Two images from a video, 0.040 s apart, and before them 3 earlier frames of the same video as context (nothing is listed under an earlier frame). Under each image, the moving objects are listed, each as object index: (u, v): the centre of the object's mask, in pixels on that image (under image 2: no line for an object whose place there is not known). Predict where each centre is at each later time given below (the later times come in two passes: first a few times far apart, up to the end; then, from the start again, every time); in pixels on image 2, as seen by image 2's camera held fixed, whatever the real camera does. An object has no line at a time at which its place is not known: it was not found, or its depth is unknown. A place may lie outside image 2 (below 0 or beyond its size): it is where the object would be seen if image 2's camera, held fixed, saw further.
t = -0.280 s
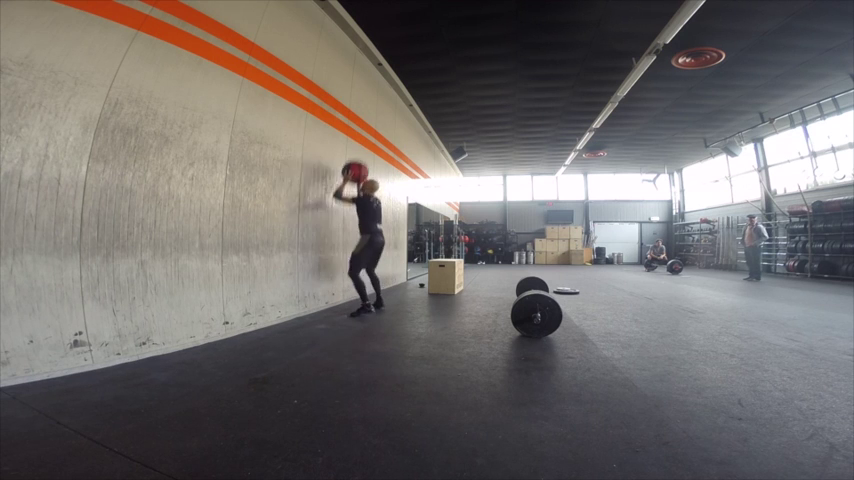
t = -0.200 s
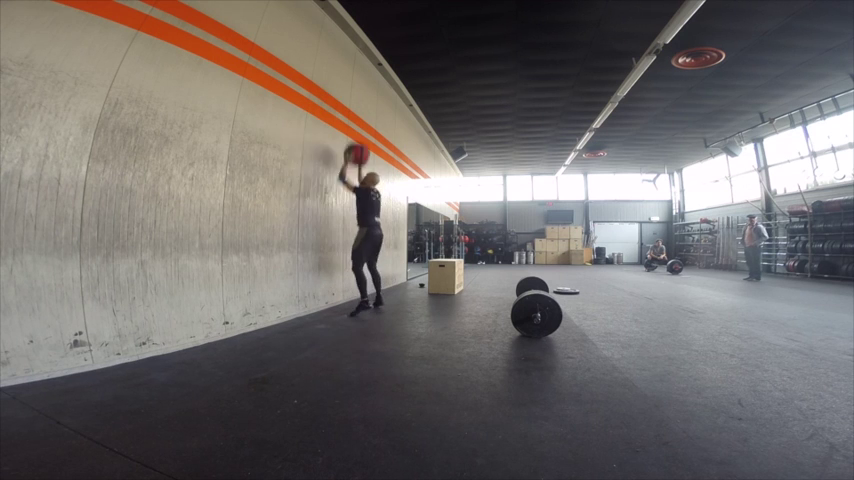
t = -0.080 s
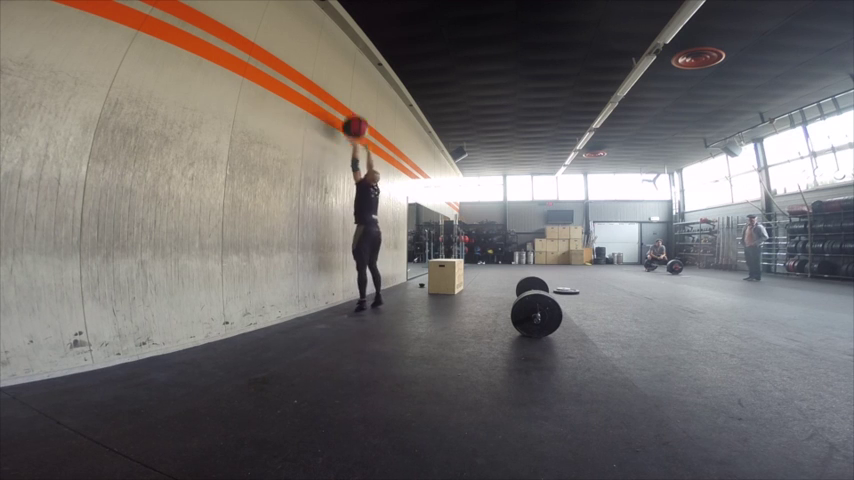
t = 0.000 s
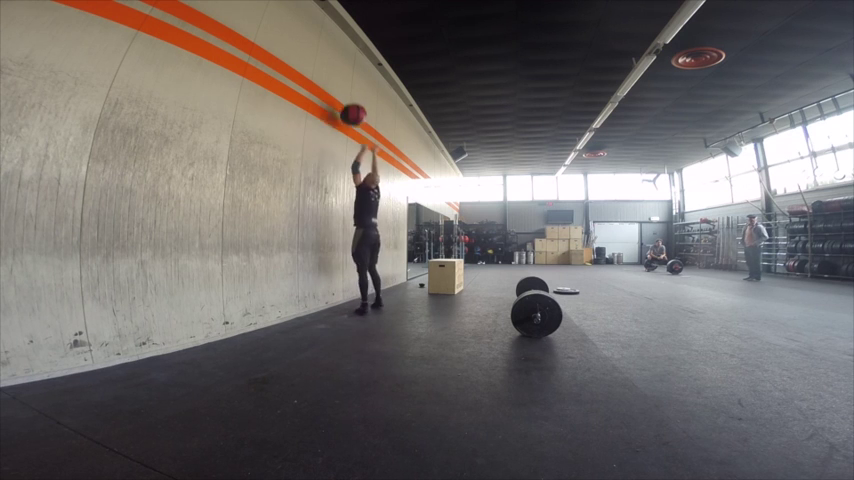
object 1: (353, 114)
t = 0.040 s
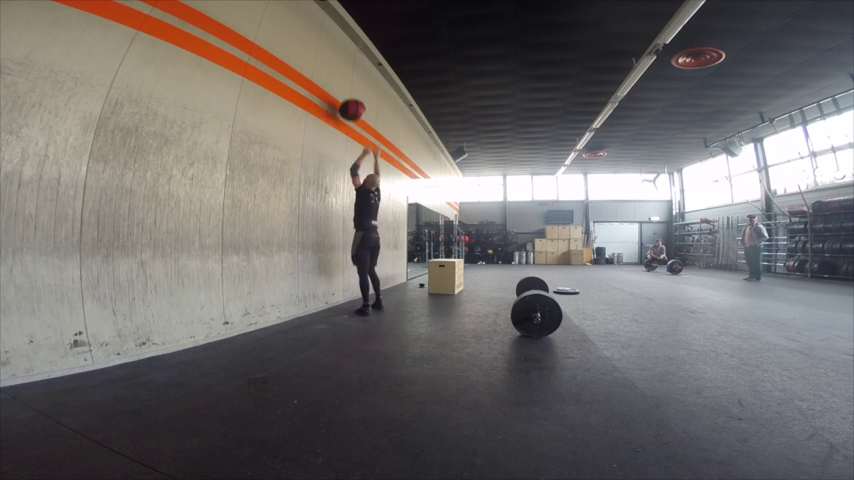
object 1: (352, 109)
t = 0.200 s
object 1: (346, 100)
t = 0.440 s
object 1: (350, 108)
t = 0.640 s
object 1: (351, 142)
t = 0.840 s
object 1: (353, 210)
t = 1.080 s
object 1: (357, 292)
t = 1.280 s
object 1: (361, 270)
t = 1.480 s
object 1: (365, 277)
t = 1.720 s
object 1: (370, 296)
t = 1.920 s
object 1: (372, 298)
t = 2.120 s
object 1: (372, 299)
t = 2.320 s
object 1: (371, 299)
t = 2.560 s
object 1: (370, 299)
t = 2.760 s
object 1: (371, 299)
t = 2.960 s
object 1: (371, 299)
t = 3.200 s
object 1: (371, 299)
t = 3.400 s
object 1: (371, 299)
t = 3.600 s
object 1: (371, 299)
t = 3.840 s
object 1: (371, 299)
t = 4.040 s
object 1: (371, 299)
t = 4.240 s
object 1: (371, 299)
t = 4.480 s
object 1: (371, 299)
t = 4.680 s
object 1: (371, 299)
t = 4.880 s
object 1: (371, 299)
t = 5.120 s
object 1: (371, 299)
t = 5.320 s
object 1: (371, 299)
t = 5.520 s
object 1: (371, 299)
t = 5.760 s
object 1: (371, 299)
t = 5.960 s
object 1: (371, 299)
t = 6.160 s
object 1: (371, 299)
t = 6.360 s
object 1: (371, 299)
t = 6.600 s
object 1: (371, 299)
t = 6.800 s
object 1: (371, 299)
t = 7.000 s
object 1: (371, 299)
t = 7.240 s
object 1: (371, 299)
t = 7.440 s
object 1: (371, 299)
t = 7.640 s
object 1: (371, 299)
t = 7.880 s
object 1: (371, 299)
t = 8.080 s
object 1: (371, 299)
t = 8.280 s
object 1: (371, 299)
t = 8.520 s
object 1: (371, 299)
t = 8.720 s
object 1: (371, 299)
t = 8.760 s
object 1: (371, 299)
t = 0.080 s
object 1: (350, 106)
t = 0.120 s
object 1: (349, 103)
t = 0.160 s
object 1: (347, 101)
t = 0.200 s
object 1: (346, 100)
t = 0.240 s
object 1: (346, 99)
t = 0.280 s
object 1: (346, 99)
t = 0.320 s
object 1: (348, 100)
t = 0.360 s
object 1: (348, 102)
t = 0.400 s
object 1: (349, 105)
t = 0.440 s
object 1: (350, 108)
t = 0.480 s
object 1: (350, 113)
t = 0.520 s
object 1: (351, 118)
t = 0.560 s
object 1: (351, 125)
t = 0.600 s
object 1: (351, 133)
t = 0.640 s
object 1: (351, 142)
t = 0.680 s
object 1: (351, 153)
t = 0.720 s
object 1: (351, 165)
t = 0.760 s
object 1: (352, 178)
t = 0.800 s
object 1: (352, 194)
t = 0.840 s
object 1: (353, 210)
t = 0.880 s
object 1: (353, 228)
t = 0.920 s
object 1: (353, 248)
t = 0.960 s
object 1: (354, 270)
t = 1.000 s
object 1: (356, 293)
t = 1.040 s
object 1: (356, 302)
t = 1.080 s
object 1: (357, 292)
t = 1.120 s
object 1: (358, 286)
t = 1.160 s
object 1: (359, 280)
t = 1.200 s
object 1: (359, 276)
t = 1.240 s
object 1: (360, 272)
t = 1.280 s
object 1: (361, 270)
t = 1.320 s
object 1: (362, 269)
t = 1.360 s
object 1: (363, 269)
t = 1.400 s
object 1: (364, 271)
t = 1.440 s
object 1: (364, 273)
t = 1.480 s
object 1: (365, 277)
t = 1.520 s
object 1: (366, 281)
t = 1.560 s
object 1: (367, 288)
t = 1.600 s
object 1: (368, 294)
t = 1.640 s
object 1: (369, 301)
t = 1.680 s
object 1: (369, 299)
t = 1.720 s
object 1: (370, 296)
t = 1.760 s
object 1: (370, 294)
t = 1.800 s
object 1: (371, 293)
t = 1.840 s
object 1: (371, 294)
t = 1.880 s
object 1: (371, 295)
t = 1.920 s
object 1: (372, 298)
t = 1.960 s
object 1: (372, 300)
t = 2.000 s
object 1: (372, 299)
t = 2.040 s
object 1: (372, 298)
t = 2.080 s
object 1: (372, 298)
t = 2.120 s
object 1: (372, 299)
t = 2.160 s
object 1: (372, 299)
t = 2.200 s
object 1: (372, 299)
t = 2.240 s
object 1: (372, 299)
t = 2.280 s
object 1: (371, 299)
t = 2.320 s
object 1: (371, 299)
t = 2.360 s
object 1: (371, 299)
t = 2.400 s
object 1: (371, 299)
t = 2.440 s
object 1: (371, 299)
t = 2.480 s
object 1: (371, 299)
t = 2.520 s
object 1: (370, 299)
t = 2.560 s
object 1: (370, 299)
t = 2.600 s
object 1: (370, 299)
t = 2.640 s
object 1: (370, 299)
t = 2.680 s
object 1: (370, 299)
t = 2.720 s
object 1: (370, 299)
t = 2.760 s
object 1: (371, 299)
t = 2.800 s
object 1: (371, 299)
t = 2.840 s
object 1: (371, 299)
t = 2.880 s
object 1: (371, 299)
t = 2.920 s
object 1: (371, 299)
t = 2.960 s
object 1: (371, 299)
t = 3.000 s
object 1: (371, 299)
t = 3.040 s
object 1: (371, 299)
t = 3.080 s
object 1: (371, 299)
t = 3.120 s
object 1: (371, 299)
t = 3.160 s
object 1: (371, 299)
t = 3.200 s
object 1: (371, 299)
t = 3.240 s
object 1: (371, 299)
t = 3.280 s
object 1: (371, 299)
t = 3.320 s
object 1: (371, 299)
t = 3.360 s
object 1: (371, 299)
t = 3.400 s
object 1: (371, 299)
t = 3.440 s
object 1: (371, 299)
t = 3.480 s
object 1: (371, 299)
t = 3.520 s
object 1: (371, 299)
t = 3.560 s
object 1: (371, 299)
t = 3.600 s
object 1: (371, 299)
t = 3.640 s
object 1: (371, 299)
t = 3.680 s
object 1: (371, 299)
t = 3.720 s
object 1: (371, 299)
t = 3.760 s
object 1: (371, 299)
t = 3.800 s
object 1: (371, 299)
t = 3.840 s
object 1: (371, 299)
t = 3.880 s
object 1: (371, 299)
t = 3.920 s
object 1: (371, 299)
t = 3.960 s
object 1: (371, 299)
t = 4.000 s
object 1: (371, 299)
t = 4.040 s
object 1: (371, 299)
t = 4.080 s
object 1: (371, 299)
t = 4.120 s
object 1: (371, 299)
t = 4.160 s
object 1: (371, 299)
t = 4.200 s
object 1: (370, 299)
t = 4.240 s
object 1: (371, 299)
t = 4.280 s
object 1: (371, 299)
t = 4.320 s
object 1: (371, 299)
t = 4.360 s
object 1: (371, 299)
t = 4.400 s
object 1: (371, 299)
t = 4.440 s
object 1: (371, 299)
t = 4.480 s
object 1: (371, 299)
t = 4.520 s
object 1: (371, 299)
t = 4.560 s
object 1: (371, 299)
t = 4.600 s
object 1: (371, 299)
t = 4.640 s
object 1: (370, 299)
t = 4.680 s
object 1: (371, 299)
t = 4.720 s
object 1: (371, 299)
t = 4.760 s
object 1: (371, 299)
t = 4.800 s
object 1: (371, 299)
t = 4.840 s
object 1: (371, 299)
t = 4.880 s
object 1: (371, 299)
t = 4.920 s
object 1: (371, 299)
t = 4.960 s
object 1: (371, 299)
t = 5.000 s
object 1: (371, 299)
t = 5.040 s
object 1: (371, 299)
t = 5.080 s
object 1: (371, 299)
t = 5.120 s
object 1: (371, 299)
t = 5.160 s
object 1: (371, 299)
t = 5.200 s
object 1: (371, 299)
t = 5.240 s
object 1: (371, 299)
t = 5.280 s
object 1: (371, 299)
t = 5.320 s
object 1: (371, 299)
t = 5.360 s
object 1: (371, 299)
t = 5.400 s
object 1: (371, 299)
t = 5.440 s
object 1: (371, 299)
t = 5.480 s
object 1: (371, 299)
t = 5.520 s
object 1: (371, 299)
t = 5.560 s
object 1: (371, 299)
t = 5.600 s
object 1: (371, 299)
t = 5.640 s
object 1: (371, 299)
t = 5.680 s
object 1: (371, 299)
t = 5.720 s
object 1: (371, 299)
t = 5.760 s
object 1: (371, 299)
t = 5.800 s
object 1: (371, 299)
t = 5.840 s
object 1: (371, 299)
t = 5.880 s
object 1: (371, 299)
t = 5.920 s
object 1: (371, 299)
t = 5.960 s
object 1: (371, 299)
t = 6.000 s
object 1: (371, 299)
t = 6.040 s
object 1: (371, 299)
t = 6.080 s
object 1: (371, 299)
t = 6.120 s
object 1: (371, 299)
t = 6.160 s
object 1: (371, 299)
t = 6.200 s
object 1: (371, 299)
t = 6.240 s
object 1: (371, 299)
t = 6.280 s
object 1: (371, 299)
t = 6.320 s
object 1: (371, 299)
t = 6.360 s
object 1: (371, 299)
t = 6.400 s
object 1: (371, 299)
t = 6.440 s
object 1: (371, 299)
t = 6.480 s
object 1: (371, 299)
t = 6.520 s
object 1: (371, 299)
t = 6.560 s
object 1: (371, 299)
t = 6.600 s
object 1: (371, 299)
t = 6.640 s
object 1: (371, 299)
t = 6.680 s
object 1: (371, 299)
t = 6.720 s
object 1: (371, 299)
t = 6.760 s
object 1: (371, 299)
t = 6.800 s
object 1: (371, 299)
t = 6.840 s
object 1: (371, 299)
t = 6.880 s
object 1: (371, 299)
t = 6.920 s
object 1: (371, 299)
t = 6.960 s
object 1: (371, 299)
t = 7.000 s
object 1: (371, 299)
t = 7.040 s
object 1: (371, 299)
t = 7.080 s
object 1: (371, 299)
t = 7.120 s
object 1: (371, 299)
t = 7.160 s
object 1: (371, 299)
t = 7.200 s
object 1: (371, 299)
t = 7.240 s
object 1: (371, 299)
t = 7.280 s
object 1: (371, 299)
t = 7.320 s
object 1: (371, 299)
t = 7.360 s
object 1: (371, 299)
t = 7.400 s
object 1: (371, 299)
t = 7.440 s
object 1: (371, 299)
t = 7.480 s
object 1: (371, 299)
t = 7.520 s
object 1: (371, 299)
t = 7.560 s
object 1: (371, 299)
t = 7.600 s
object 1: (371, 299)
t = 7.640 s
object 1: (371, 299)
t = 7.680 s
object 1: (371, 299)
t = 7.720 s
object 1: (371, 299)
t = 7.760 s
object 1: (371, 299)
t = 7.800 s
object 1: (371, 299)
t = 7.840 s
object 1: (371, 299)
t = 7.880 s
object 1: (371, 299)
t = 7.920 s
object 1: (371, 299)
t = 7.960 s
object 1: (371, 299)
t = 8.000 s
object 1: (371, 299)
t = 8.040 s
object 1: (371, 299)
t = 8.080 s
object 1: (371, 299)
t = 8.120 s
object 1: (371, 299)
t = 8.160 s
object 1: (371, 299)
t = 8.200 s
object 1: (371, 299)
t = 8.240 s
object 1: (371, 299)
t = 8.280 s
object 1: (371, 299)
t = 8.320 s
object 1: (371, 299)
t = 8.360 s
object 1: (371, 299)
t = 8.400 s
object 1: (371, 299)
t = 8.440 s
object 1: (371, 299)
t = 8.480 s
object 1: (371, 299)
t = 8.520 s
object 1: (371, 299)
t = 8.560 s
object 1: (371, 299)
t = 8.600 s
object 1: (371, 299)
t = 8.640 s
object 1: (371, 299)
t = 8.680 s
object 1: (371, 299)
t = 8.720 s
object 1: (371, 299)
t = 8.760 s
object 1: (371, 299)
